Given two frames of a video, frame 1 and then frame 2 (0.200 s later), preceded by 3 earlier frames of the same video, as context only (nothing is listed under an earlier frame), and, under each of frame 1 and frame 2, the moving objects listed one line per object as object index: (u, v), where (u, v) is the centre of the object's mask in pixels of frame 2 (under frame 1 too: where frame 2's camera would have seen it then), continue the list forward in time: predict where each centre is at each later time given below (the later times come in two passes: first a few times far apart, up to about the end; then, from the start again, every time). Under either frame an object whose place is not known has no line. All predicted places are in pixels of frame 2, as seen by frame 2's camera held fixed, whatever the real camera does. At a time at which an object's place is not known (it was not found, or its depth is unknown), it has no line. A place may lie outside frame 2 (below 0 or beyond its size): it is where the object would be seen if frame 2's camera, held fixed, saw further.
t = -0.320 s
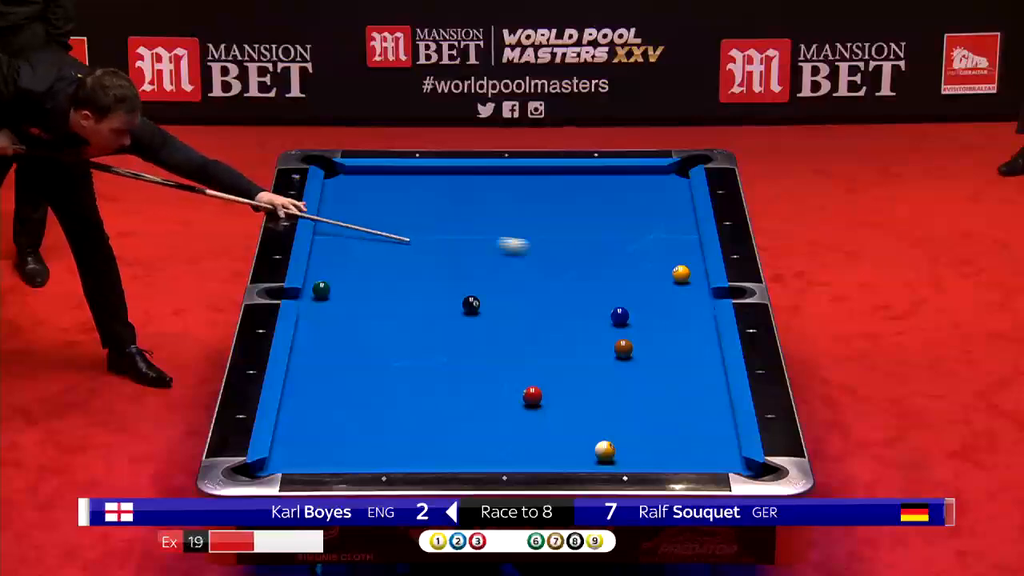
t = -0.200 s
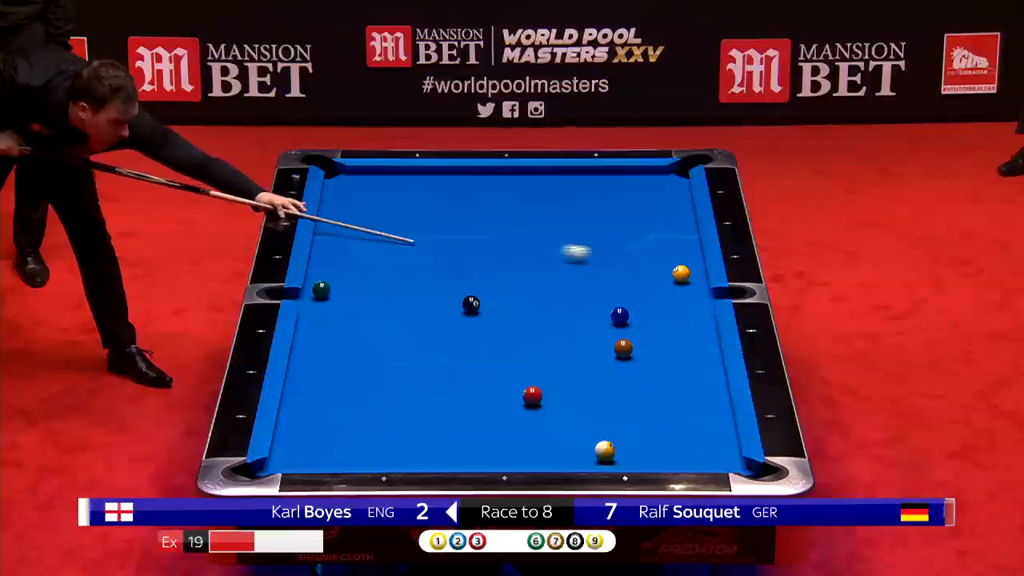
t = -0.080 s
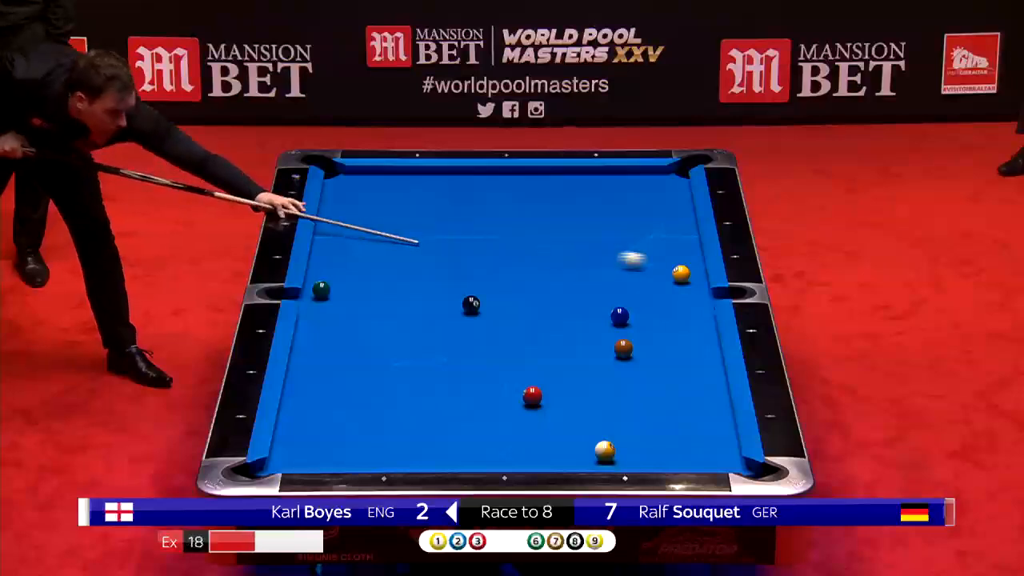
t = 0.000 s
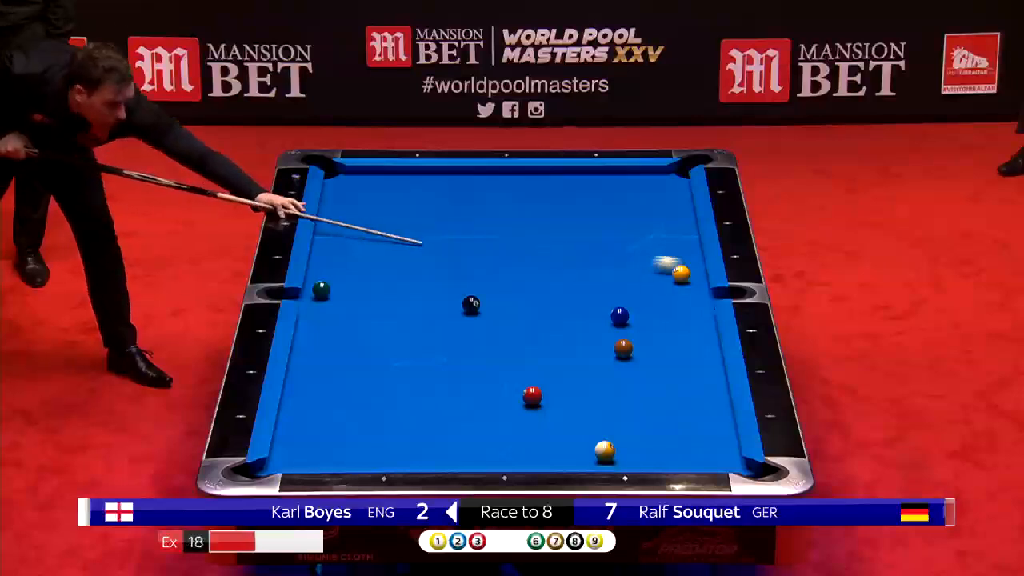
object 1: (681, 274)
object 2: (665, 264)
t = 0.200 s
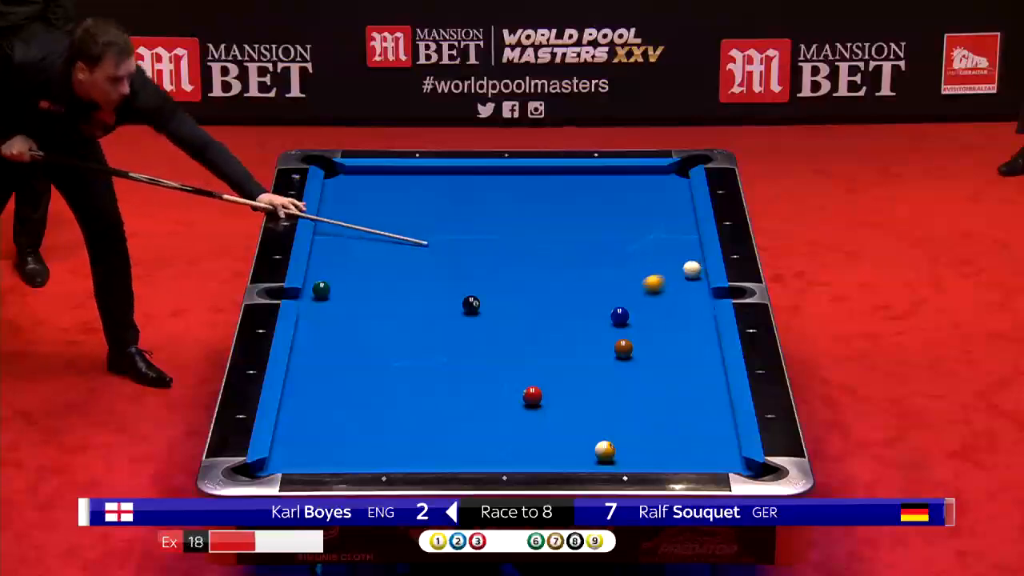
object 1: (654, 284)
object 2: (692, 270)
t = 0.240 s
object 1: (645, 287)
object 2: (692, 270)
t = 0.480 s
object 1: (598, 303)
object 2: (692, 273)
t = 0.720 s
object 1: (551, 320)
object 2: (692, 274)
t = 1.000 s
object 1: (497, 340)
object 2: (692, 275)
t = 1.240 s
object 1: (450, 357)
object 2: (691, 275)
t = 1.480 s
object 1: (403, 374)
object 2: (691, 276)
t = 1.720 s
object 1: (356, 391)
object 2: (691, 276)
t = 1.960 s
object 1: (309, 408)
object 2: (691, 276)
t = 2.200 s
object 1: (298, 423)
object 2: (691, 276)
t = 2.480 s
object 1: (320, 437)
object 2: (691, 276)
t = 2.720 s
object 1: (339, 449)
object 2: (691, 276)
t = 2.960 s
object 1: (357, 457)
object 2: (690, 276)
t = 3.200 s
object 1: (375, 460)
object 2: (691, 276)
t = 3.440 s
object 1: (392, 457)
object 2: (691, 276)
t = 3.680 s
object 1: (407, 454)
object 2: (691, 276)
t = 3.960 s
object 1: (422, 449)
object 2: (690, 275)
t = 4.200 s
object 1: (434, 446)
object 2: (690, 275)
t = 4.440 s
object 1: (444, 442)
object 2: (690, 275)
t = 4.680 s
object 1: (453, 439)
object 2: (690, 275)
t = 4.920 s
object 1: (461, 437)
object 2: (690, 275)
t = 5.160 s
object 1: (467, 434)
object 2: (690, 275)
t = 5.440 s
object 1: (472, 432)
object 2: (691, 276)
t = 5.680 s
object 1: (476, 431)
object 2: (690, 275)
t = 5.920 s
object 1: (477, 430)
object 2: (690, 275)
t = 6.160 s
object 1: (478, 429)
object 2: (690, 275)
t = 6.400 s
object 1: (478, 429)
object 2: (690, 275)
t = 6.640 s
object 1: (478, 429)
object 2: (690, 275)
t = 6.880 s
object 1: (478, 429)
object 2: (690, 275)
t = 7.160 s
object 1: (478, 429)
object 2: (690, 275)
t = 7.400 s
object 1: (478, 429)
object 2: (690, 275)
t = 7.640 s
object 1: (478, 429)
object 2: (690, 276)
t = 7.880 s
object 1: (478, 429)
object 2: (690, 275)
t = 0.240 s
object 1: (645, 287)
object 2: (692, 270)
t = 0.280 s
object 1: (636, 290)
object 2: (692, 271)
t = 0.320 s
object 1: (629, 293)
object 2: (692, 271)
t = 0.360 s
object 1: (621, 295)
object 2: (692, 272)
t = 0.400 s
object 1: (613, 298)
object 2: (692, 272)
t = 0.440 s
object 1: (605, 301)
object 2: (692, 272)
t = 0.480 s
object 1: (598, 303)
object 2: (692, 273)
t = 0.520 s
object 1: (590, 306)
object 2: (692, 273)
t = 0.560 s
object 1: (582, 309)
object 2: (692, 273)
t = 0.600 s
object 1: (575, 312)
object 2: (692, 273)
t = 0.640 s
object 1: (567, 315)
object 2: (692, 274)
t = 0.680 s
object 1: (559, 317)
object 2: (692, 274)
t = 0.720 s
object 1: (551, 320)
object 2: (692, 274)
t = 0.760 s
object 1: (544, 323)
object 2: (692, 274)
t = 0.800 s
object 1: (536, 326)
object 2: (692, 274)
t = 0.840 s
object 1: (528, 329)
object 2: (692, 274)
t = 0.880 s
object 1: (520, 331)
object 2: (692, 275)
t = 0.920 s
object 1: (513, 334)
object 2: (692, 275)
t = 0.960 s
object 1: (505, 337)
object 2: (692, 275)
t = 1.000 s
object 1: (497, 340)
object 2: (692, 275)
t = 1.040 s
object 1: (489, 343)
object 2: (691, 275)
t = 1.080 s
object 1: (481, 346)
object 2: (691, 275)
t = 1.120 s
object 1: (474, 348)
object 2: (691, 275)
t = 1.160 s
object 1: (466, 351)
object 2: (691, 275)
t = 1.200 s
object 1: (458, 354)
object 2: (691, 275)
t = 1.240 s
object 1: (450, 357)
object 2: (691, 275)
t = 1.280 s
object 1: (442, 360)
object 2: (691, 276)
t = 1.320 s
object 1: (434, 363)
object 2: (691, 275)
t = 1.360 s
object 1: (426, 365)
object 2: (691, 275)
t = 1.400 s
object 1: (419, 368)
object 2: (690, 275)
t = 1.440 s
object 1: (411, 371)
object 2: (690, 275)
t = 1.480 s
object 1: (403, 374)
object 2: (691, 276)
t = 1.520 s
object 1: (395, 377)
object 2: (690, 276)
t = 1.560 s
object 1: (387, 380)
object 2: (691, 276)
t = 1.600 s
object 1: (379, 383)
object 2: (691, 276)
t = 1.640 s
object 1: (371, 385)
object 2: (690, 276)
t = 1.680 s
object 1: (364, 388)
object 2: (690, 276)
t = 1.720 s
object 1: (356, 391)
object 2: (691, 276)
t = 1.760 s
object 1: (347, 394)
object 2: (690, 276)
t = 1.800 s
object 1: (340, 397)
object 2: (691, 276)
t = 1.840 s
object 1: (332, 400)
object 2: (691, 276)
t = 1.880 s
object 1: (324, 402)
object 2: (691, 276)
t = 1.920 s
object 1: (316, 405)
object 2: (691, 276)
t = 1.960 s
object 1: (309, 408)
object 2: (691, 276)
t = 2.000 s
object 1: (301, 411)
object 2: (691, 276)
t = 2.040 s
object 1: (293, 413)
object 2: (691, 276)
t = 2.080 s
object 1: (287, 417)
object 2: (691, 276)
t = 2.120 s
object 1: (291, 419)
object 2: (691, 276)
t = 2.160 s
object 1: (294, 420)
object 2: (691, 276)
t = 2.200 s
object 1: (298, 423)
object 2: (691, 276)
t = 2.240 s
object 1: (301, 425)
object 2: (690, 276)
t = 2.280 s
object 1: (304, 427)
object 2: (691, 276)
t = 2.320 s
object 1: (307, 429)
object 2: (690, 276)
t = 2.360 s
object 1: (311, 431)
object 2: (691, 276)
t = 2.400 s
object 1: (314, 434)
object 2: (691, 276)
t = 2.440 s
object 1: (317, 435)
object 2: (691, 276)
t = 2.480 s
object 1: (320, 437)
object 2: (691, 276)
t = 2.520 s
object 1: (323, 439)
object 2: (691, 276)
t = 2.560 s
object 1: (327, 441)
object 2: (691, 276)
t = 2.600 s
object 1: (330, 443)
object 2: (691, 276)
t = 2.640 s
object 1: (333, 445)
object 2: (691, 276)
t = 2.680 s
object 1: (336, 447)
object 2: (691, 276)
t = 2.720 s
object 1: (339, 449)
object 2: (691, 276)
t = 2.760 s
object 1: (342, 450)
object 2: (690, 276)
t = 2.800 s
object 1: (345, 452)
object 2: (691, 276)
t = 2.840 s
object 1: (348, 454)
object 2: (691, 276)
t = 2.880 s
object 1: (351, 455)
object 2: (691, 276)
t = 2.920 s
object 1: (355, 456)
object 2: (690, 276)
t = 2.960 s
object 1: (357, 457)
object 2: (690, 276)
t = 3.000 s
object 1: (360, 458)
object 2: (690, 276)
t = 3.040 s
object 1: (363, 459)
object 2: (691, 276)
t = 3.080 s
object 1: (366, 460)
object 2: (690, 276)
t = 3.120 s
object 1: (369, 461)
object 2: (690, 276)
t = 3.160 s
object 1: (372, 461)
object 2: (690, 276)
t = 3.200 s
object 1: (375, 460)
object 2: (691, 276)
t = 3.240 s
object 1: (378, 460)
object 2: (691, 276)
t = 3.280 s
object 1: (381, 459)
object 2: (691, 276)
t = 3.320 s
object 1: (383, 459)
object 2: (691, 276)
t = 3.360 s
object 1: (386, 458)
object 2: (690, 276)
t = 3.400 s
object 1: (389, 457)
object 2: (691, 276)
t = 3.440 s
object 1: (392, 457)
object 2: (691, 276)
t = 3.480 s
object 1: (394, 456)
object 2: (691, 276)
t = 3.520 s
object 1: (397, 456)
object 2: (691, 276)
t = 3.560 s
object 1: (399, 455)
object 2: (691, 276)
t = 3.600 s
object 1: (402, 455)
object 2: (691, 276)
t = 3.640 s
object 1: (404, 455)
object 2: (691, 276)
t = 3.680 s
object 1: (407, 454)
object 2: (691, 276)
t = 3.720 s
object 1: (409, 454)
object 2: (691, 276)
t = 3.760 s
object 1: (411, 454)
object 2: (690, 276)
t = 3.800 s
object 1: (414, 452)
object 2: (690, 276)
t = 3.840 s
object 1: (416, 451)
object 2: (690, 276)
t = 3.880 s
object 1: (418, 450)
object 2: (690, 276)
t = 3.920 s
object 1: (420, 450)
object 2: (690, 275)
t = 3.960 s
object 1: (422, 449)
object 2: (690, 275)
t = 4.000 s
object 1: (424, 449)
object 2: (690, 275)
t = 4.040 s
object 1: (426, 448)
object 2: (690, 275)
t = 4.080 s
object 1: (428, 448)
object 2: (690, 275)
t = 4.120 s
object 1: (430, 447)
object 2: (690, 275)
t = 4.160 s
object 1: (432, 447)
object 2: (690, 275)
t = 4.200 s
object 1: (434, 446)
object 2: (690, 275)
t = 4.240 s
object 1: (436, 445)
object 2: (691, 276)
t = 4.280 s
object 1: (438, 445)
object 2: (690, 275)
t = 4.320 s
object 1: (439, 443)
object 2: (690, 275)
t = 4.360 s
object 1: (441, 443)
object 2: (690, 275)
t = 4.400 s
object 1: (443, 443)
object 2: (690, 275)
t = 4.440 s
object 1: (444, 442)
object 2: (690, 275)
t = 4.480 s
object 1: (446, 442)
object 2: (690, 275)
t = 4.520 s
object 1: (447, 441)
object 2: (690, 275)
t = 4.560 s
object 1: (449, 441)
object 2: (690, 275)
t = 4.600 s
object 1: (450, 440)
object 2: (691, 276)
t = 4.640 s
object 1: (452, 440)
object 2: (690, 275)
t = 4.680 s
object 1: (453, 439)
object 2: (690, 275)
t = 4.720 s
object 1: (455, 439)
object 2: (690, 275)
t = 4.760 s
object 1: (456, 438)
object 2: (691, 276)
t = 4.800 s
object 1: (457, 438)
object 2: (690, 275)
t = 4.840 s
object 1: (458, 437)
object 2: (690, 275)
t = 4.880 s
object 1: (460, 437)
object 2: (690, 275)
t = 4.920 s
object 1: (461, 437)
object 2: (690, 275)
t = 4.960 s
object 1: (462, 436)
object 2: (691, 276)
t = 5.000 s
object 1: (463, 435)
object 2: (690, 275)
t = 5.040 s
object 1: (464, 435)
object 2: (690, 275)
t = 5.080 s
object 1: (465, 434)
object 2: (690, 275)
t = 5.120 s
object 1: (466, 434)
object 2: (691, 276)
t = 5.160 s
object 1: (467, 434)
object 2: (690, 275)
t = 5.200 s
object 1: (468, 434)
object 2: (690, 275)
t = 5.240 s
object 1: (469, 433)
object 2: (690, 275)
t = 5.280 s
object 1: (469, 433)
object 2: (690, 275)
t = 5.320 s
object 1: (470, 433)
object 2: (690, 275)
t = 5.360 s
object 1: (471, 433)
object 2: (690, 275)
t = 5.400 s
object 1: (472, 432)
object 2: (690, 275)
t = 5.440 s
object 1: (472, 432)
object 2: (691, 276)
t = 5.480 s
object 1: (473, 432)
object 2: (690, 275)
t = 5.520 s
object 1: (474, 431)
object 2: (690, 275)
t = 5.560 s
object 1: (474, 431)
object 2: (690, 275)
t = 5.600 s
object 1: (475, 431)
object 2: (690, 275)
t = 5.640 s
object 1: (475, 431)
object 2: (690, 275)
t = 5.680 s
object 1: (476, 431)
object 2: (690, 275)
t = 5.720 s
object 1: (476, 430)
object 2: (691, 276)
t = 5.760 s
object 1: (476, 430)
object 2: (690, 275)
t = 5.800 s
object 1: (477, 430)
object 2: (690, 275)
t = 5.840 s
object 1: (477, 430)
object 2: (690, 275)
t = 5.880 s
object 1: (477, 430)
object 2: (690, 275)
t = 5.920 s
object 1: (477, 430)
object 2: (690, 275)
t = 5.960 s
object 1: (477, 430)
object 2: (690, 275)
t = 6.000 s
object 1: (478, 429)
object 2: (690, 275)
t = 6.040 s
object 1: (478, 429)
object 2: (690, 275)
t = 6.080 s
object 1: (478, 429)
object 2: (690, 275)
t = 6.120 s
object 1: (478, 429)
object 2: (690, 275)
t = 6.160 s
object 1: (478, 429)
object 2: (690, 275)
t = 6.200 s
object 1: (478, 429)
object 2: (690, 275)
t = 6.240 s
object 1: (478, 429)
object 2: (691, 276)
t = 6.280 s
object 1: (478, 429)
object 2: (691, 276)
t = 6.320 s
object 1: (478, 429)
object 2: (690, 275)
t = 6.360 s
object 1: (478, 429)
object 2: (690, 275)
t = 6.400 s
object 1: (478, 429)
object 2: (690, 275)
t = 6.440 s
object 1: (478, 429)
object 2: (690, 275)
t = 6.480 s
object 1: (478, 429)
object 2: (690, 275)
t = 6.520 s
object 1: (478, 429)
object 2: (690, 275)
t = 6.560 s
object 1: (478, 429)
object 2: (690, 275)
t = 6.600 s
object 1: (478, 429)
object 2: (690, 275)
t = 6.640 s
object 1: (478, 429)
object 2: (690, 275)
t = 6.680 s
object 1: (478, 429)
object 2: (690, 275)
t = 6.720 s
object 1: (478, 429)
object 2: (690, 275)
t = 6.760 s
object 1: (478, 429)
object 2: (690, 275)
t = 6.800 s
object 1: (478, 429)
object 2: (690, 275)
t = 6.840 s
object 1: (478, 429)
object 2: (690, 276)
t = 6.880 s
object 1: (478, 429)
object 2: (690, 275)
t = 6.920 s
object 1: (478, 429)
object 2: (690, 275)
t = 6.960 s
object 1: (478, 429)
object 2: (690, 275)
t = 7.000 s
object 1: (478, 429)
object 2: (690, 275)
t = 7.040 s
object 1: (478, 429)
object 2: (690, 275)
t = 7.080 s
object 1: (478, 429)
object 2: (690, 275)
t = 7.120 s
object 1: (478, 429)
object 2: (690, 275)
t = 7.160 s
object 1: (478, 429)
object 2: (690, 275)
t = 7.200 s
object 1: (478, 429)
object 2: (690, 275)
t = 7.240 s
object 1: (478, 429)
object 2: (690, 275)
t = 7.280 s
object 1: (478, 429)
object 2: (690, 275)
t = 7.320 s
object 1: (478, 429)
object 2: (690, 275)
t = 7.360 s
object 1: (478, 429)
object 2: (690, 275)
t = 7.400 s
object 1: (478, 429)
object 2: (690, 275)
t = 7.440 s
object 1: (478, 429)
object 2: (690, 275)
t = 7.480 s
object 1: (478, 429)
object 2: (690, 275)
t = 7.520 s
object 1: (478, 429)
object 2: (690, 275)
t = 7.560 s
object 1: (478, 429)
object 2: (690, 275)
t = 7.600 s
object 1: (478, 429)
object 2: (690, 275)
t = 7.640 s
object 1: (478, 429)
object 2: (690, 276)
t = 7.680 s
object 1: (478, 429)
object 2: (690, 275)
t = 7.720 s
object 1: (478, 429)
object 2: (690, 275)
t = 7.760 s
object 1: (478, 429)
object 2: (690, 275)
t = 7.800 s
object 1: (478, 429)
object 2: (690, 275)
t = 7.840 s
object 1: (478, 429)
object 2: (690, 275)
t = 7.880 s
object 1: (478, 429)
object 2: (690, 275)
